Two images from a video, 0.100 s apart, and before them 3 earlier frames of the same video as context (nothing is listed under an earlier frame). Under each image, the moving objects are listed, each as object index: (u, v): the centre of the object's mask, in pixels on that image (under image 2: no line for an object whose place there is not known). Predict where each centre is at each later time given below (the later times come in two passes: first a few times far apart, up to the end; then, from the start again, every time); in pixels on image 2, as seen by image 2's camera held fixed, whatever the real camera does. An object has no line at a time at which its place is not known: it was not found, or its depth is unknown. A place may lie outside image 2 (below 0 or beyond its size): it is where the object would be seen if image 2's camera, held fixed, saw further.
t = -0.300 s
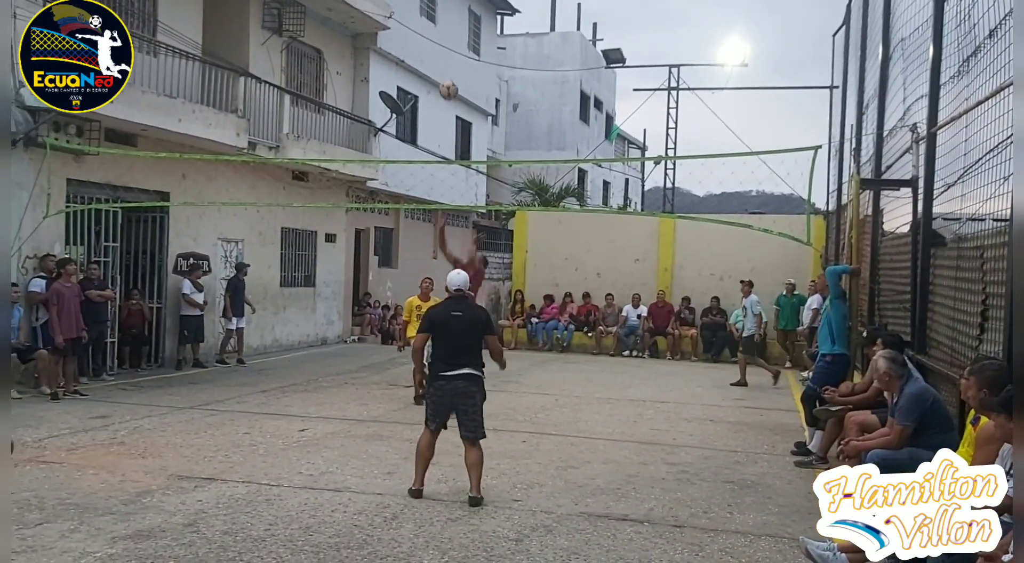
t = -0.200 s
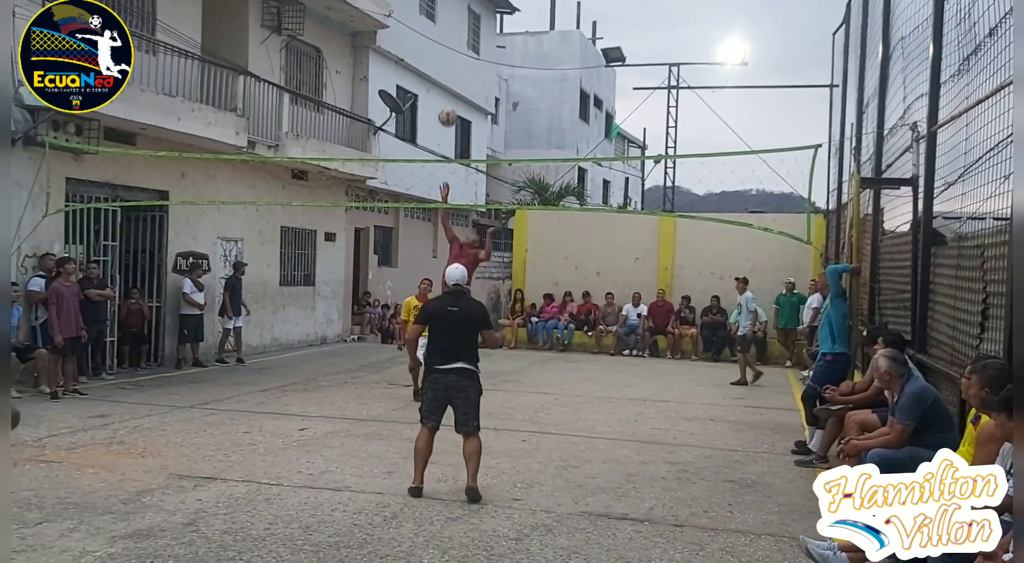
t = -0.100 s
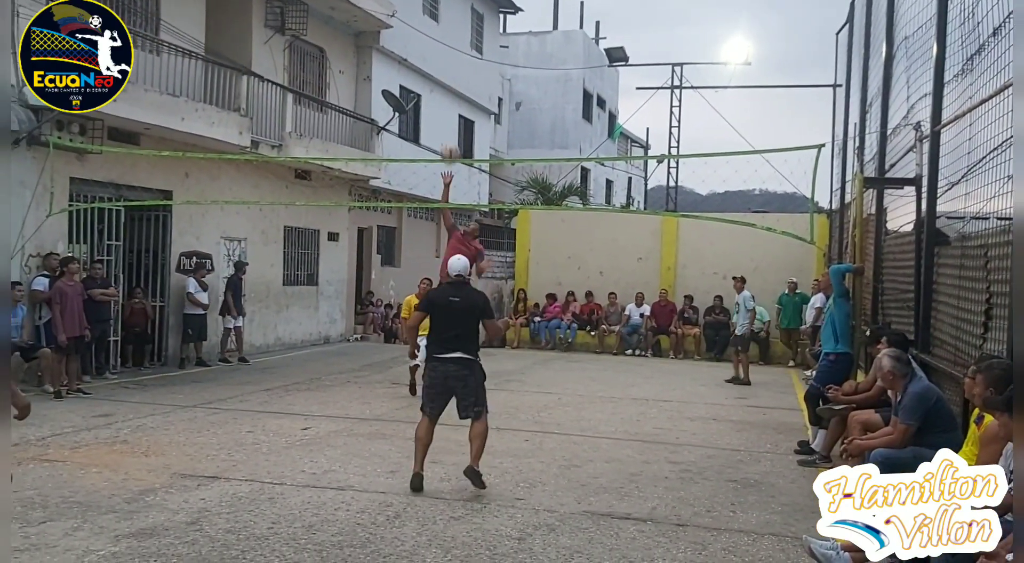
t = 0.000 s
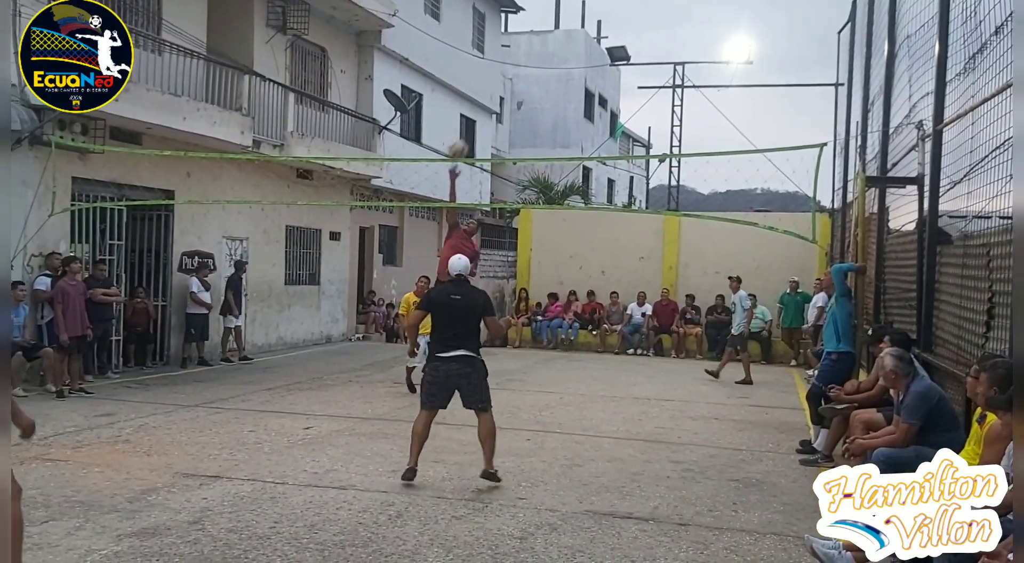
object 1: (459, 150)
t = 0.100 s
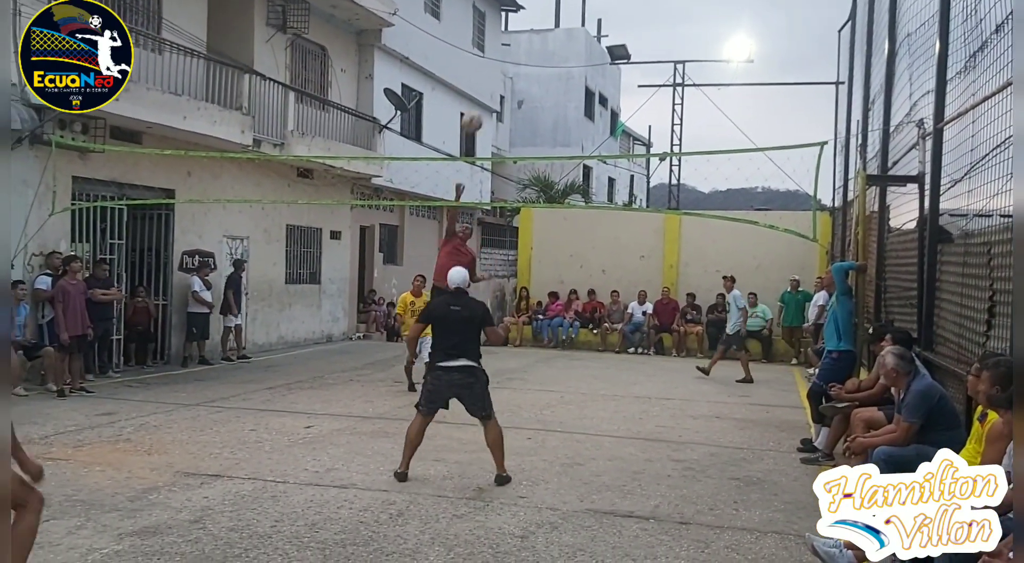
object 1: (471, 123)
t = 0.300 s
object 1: (505, 88)
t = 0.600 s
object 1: (566, 117)
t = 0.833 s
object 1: (631, 247)
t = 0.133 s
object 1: (478, 113)
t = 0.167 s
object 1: (482, 107)
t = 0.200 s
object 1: (488, 102)
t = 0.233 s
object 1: (493, 97)
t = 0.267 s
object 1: (499, 92)
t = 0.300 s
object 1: (505, 88)
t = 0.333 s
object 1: (510, 87)
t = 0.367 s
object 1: (516, 86)
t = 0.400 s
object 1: (523, 86)
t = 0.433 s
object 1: (529, 87)
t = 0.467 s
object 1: (536, 90)
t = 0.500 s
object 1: (543, 95)
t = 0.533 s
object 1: (551, 100)
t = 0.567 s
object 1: (558, 107)
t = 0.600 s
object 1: (566, 117)
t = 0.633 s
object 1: (575, 127)
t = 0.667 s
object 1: (583, 141)
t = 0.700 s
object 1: (591, 157)
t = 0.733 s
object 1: (600, 173)
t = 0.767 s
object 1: (610, 193)
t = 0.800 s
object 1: (620, 217)
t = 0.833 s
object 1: (631, 247)
